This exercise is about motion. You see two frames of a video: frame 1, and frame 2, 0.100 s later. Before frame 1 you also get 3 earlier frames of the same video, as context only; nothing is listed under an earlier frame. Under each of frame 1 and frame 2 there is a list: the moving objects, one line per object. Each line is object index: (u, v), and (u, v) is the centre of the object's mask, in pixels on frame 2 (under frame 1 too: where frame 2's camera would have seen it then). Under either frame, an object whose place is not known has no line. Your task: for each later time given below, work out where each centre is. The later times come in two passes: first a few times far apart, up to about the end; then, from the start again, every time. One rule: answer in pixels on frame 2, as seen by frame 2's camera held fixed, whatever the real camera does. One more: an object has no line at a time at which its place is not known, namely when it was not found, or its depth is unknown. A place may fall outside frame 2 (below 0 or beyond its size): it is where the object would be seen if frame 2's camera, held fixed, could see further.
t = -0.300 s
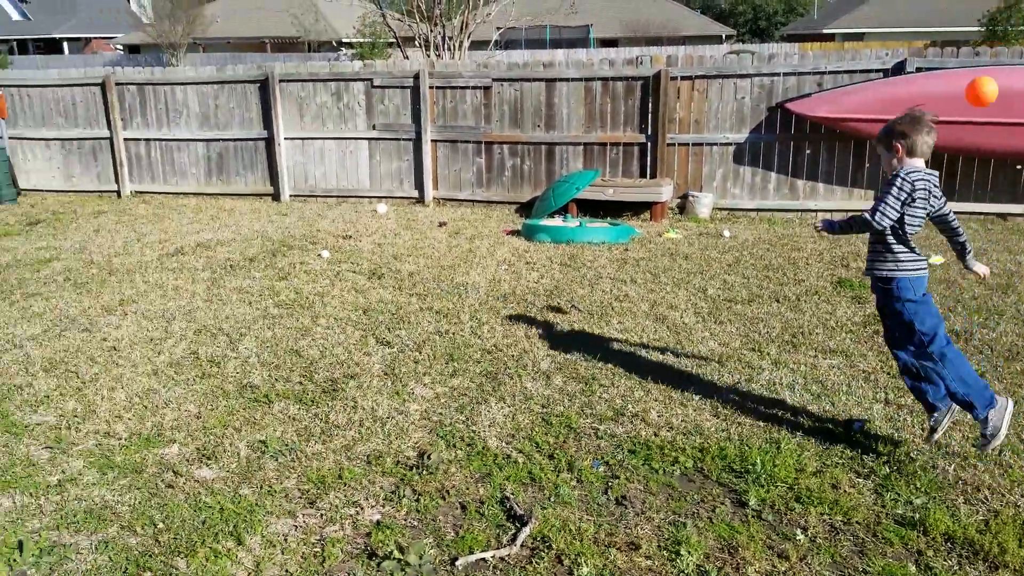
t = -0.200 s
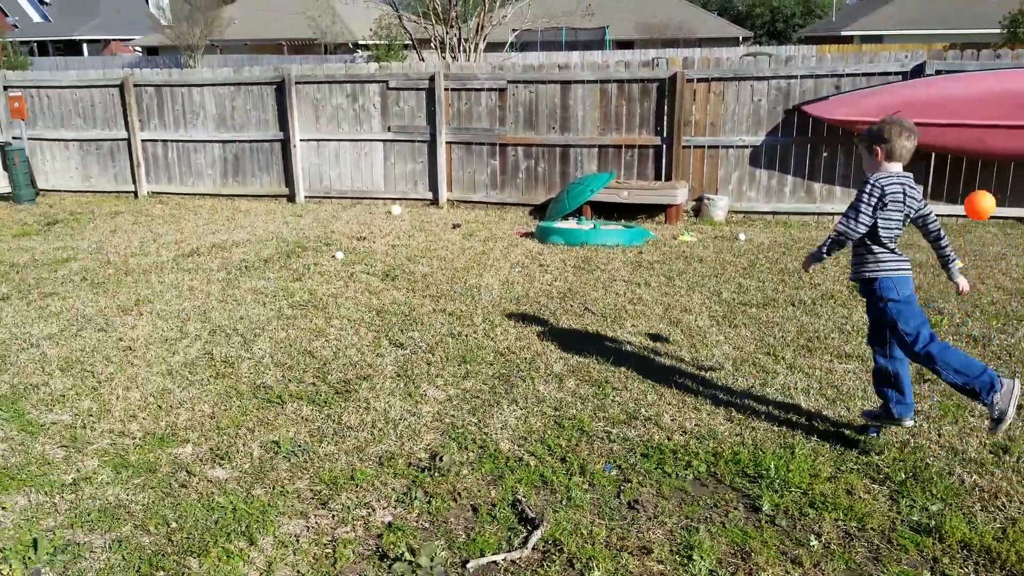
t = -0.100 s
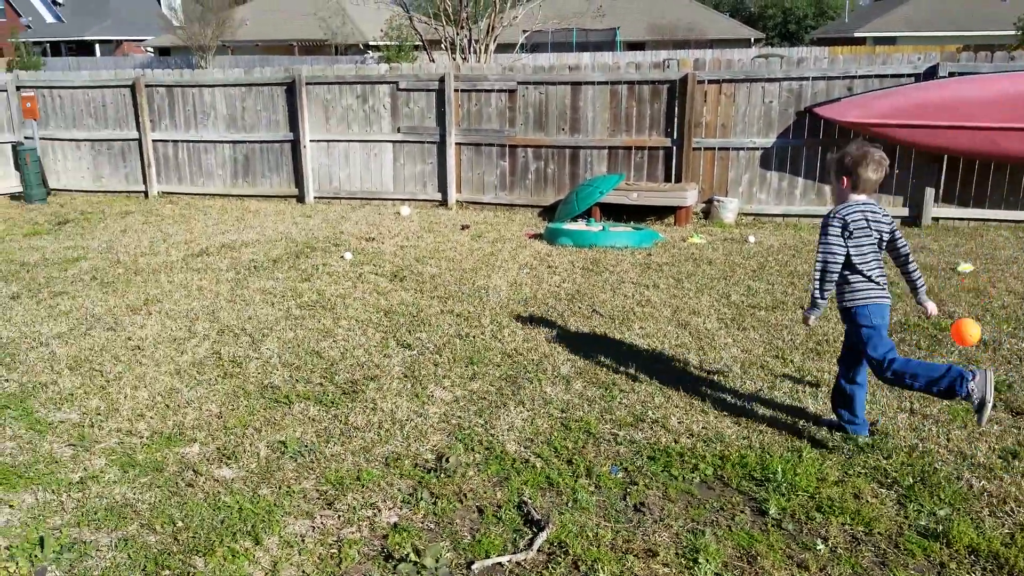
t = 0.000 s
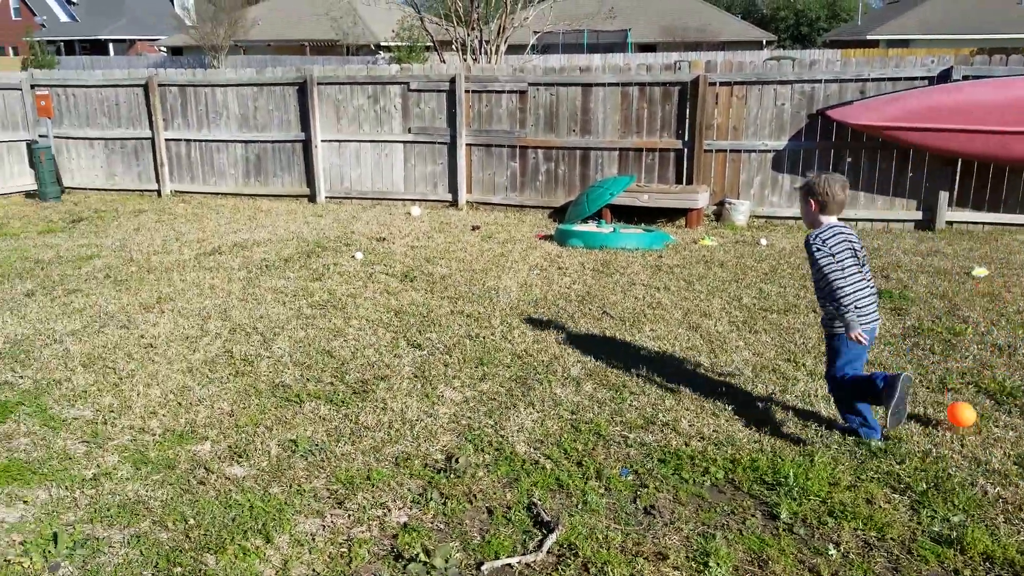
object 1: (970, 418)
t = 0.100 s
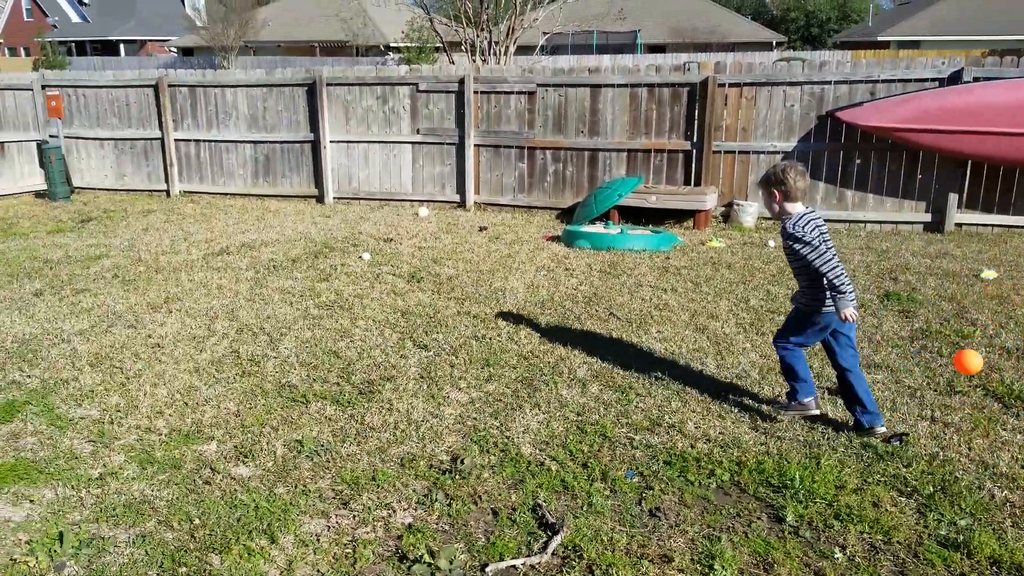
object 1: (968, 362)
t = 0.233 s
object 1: (962, 318)
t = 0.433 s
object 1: (945, 325)
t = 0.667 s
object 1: (914, 416)
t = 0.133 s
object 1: (968, 348)
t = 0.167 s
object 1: (966, 335)
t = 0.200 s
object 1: (964, 326)
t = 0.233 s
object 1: (962, 318)
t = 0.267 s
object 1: (960, 314)
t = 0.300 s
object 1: (958, 311)
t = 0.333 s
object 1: (955, 311)
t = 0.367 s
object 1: (952, 313)
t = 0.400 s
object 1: (949, 318)
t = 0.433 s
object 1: (945, 325)
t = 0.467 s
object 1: (941, 335)
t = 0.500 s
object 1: (937, 347)
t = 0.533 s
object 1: (932, 361)
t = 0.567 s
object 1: (928, 378)
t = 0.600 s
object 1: (923, 396)
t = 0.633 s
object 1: (917, 417)
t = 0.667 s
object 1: (914, 416)
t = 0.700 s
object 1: (911, 407)
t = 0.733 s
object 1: (908, 402)
